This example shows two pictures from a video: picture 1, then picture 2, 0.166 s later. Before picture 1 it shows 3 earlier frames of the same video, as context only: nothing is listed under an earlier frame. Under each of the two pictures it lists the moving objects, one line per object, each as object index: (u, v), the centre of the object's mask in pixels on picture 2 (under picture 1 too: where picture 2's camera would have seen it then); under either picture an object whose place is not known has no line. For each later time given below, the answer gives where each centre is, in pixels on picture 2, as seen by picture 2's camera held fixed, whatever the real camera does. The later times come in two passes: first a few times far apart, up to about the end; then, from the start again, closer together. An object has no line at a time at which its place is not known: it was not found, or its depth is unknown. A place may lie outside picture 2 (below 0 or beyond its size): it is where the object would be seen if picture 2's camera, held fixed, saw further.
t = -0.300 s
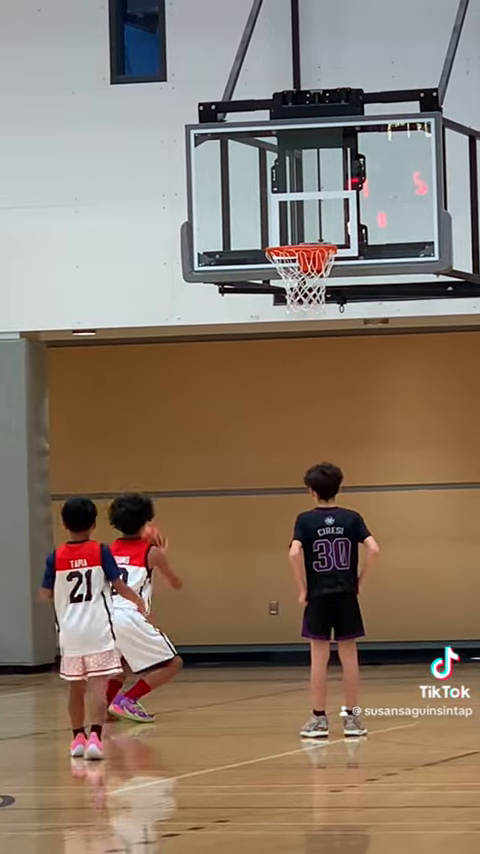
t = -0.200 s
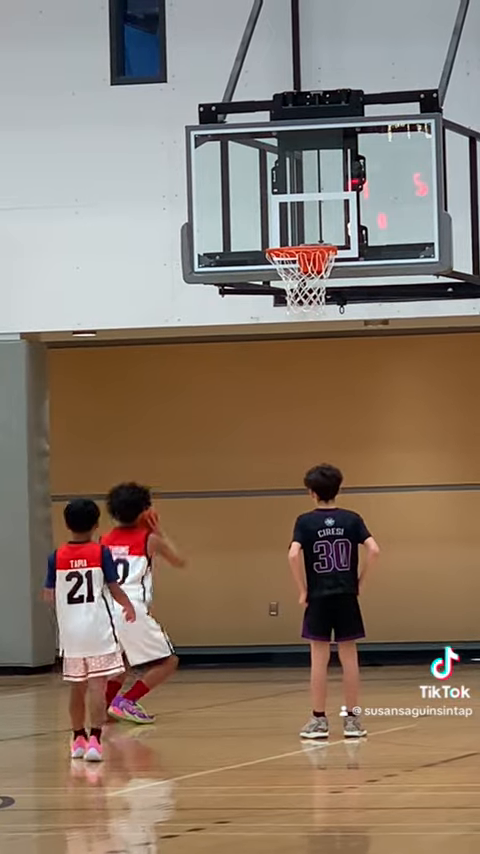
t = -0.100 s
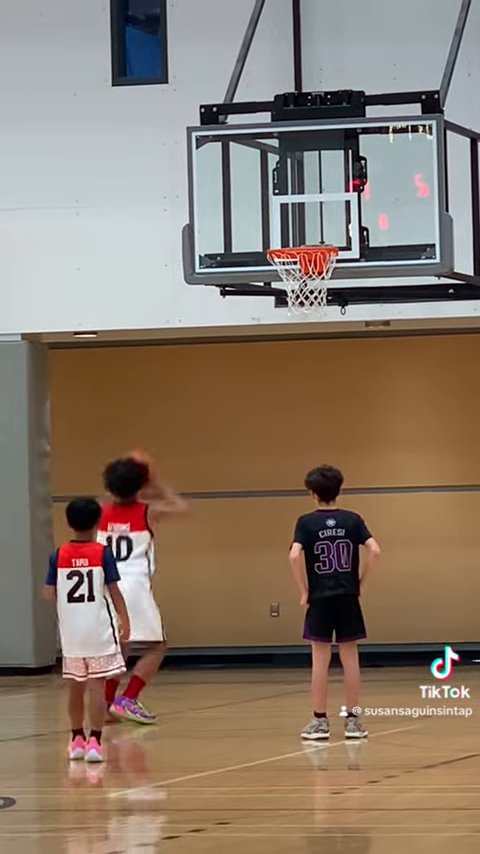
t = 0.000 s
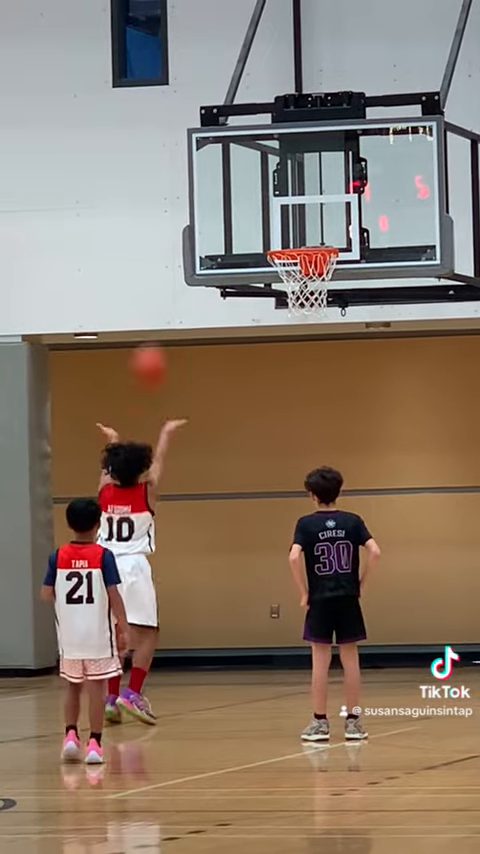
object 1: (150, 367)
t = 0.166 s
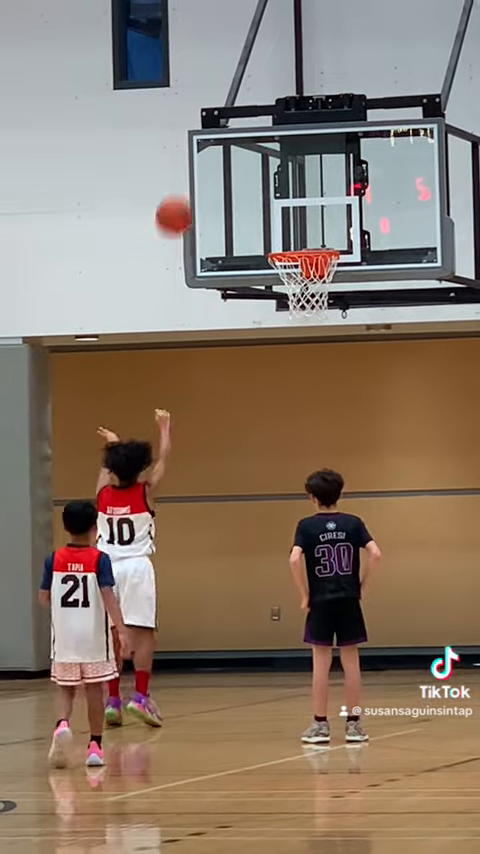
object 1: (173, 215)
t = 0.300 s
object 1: (193, 130)
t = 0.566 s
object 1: (230, 50)
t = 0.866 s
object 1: (272, 87)
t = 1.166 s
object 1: (313, 241)
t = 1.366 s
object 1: (293, 353)
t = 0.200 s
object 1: (178, 192)
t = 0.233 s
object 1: (183, 169)
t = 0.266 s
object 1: (188, 149)
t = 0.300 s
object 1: (193, 130)
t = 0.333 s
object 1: (198, 113)
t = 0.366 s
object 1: (203, 99)
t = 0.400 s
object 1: (207, 87)
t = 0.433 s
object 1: (212, 76)
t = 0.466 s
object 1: (216, 67)
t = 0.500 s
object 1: (221, 59)
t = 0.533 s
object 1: (225, 54)
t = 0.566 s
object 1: (230, 50)
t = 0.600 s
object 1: (235, 48)
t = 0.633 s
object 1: (240, 47)
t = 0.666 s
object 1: (244, 48)
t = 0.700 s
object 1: (249, 50)
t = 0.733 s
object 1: (254, 54)
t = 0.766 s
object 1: (258, 61)
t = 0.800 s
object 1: (263, 68)
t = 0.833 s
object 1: (268, 77)
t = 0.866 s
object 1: (272, 87)
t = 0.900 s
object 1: (278, 100)
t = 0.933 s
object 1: (282, 113)
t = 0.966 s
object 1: (287, 127)
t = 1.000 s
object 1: (292, 145)
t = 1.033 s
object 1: (296, 161)
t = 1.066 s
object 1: (299, 181)
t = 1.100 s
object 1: (304, 201)
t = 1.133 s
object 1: (309, 222)
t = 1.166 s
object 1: (313, 241)
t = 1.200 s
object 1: (315, 266)
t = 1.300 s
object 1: (302, 317)
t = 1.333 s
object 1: (298, 332)
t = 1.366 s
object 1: (293, 353)
